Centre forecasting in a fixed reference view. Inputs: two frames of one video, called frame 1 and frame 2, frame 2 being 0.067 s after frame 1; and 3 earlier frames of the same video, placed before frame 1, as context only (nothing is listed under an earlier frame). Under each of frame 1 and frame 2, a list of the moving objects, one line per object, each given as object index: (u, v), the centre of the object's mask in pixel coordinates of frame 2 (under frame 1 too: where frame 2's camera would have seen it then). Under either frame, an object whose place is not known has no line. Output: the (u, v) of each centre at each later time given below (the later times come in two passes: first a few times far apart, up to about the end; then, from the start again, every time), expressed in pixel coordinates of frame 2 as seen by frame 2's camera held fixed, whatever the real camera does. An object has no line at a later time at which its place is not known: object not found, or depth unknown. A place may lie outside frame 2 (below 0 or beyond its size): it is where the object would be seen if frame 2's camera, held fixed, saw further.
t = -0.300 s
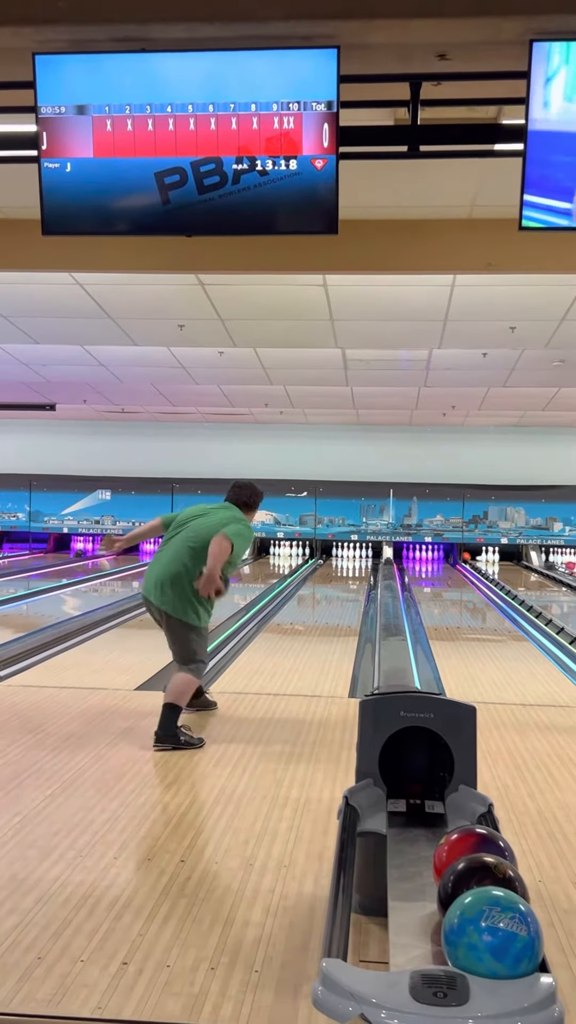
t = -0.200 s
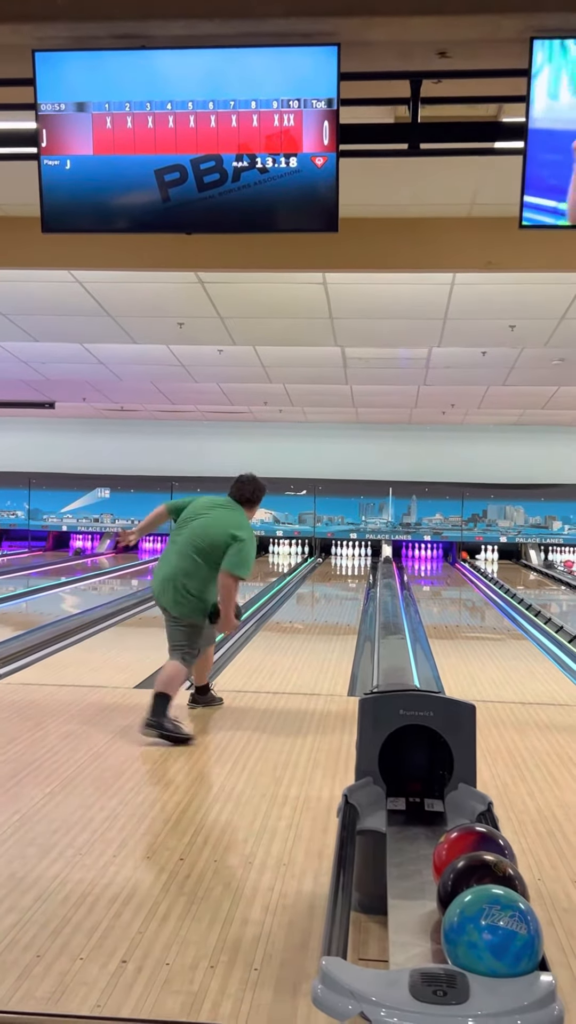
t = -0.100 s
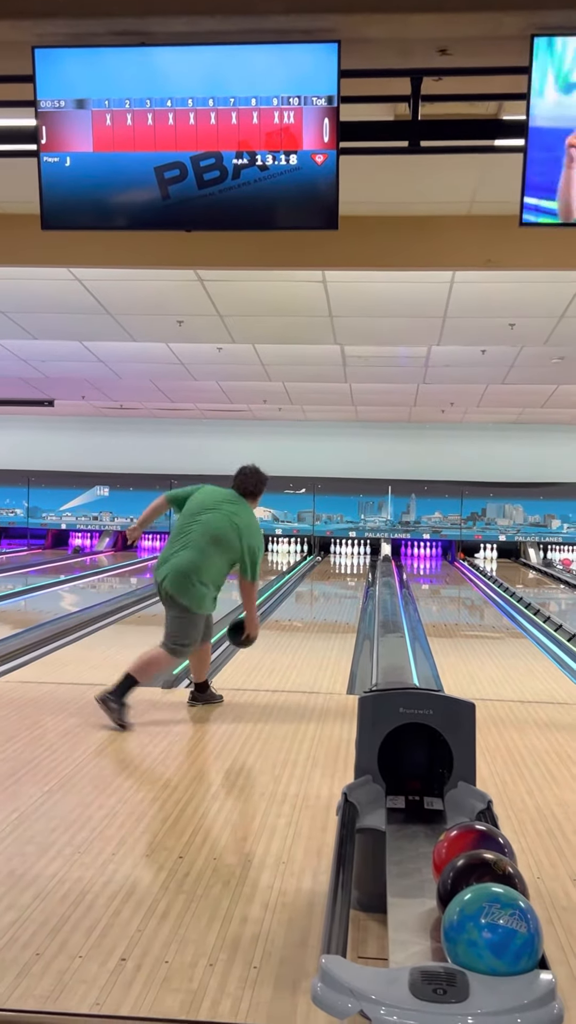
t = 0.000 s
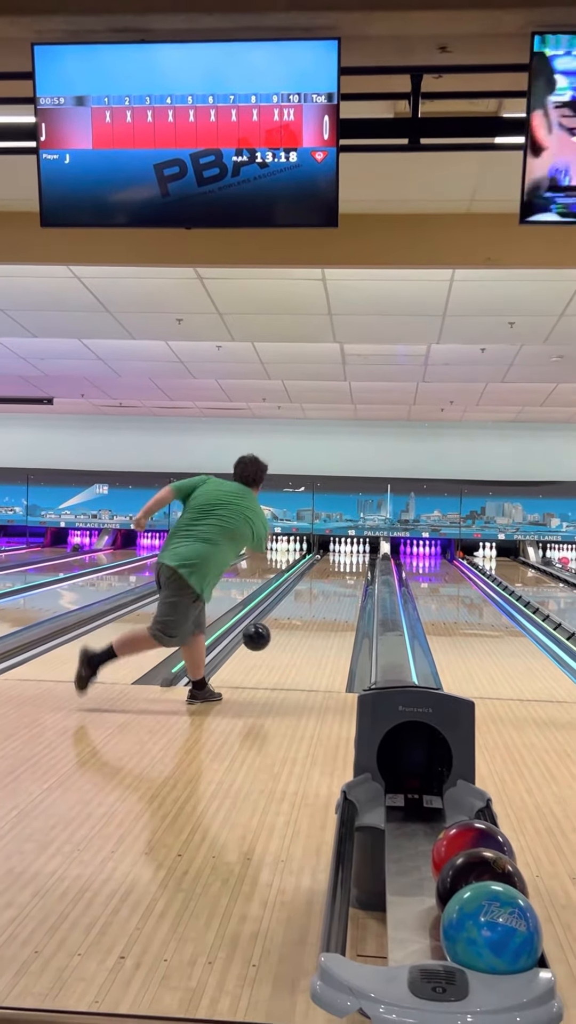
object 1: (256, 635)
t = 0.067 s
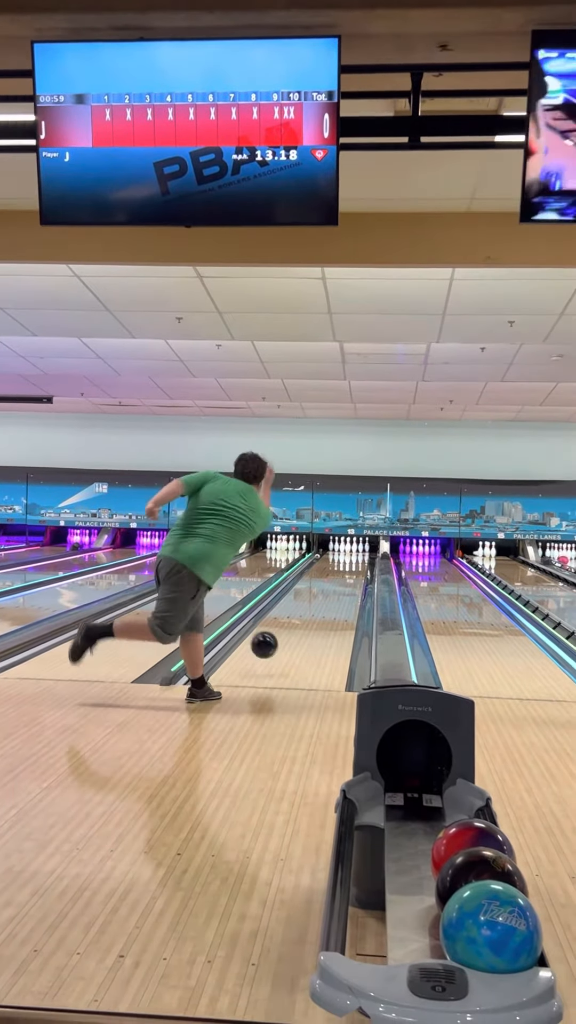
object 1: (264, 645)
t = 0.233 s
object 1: (283, 642)
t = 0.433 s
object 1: (300, 624)
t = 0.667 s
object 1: (315, 608)
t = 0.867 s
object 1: (325, 598)
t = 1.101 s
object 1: (334, 587)
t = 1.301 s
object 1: (340, 580)
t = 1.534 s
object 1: (346, 573)
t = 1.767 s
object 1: (350, 567)
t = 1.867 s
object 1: (351, 565)
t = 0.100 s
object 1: (268, 651)
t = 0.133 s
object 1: (272, 654)
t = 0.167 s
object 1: (276, 648)
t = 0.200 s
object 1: (279, 644)
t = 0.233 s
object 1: (283, 642)
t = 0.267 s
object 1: (286, 639)
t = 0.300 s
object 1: (289, 636)
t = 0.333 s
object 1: (292, 633)
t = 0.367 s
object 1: (295, 630)
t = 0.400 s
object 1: (298, 627)
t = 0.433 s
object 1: (300, 624)
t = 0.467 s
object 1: (303, 622)
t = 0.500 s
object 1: (305, 619)
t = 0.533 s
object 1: (307, 617)
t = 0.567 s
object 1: (309, 614)
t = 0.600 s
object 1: (312, 612)
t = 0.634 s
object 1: (313, 610)
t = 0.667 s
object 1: (315, 608)
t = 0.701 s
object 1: (317, 606)
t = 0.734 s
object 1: (319, 604)
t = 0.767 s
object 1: (320, 603)
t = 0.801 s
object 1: (322, 601)
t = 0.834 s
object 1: (324, 599)
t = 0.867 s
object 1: (325, 598)
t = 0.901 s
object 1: (326, 596)
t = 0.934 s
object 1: (328, 595)
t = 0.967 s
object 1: (329, 593)
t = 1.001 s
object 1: (331, 592)
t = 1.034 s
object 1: (332, 590)
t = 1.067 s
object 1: (333, 589)
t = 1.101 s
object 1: (334, 587)
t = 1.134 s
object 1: (335, 586)
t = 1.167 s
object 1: (336, 585)
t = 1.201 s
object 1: (337, 584)
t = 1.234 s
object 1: (338, 582)
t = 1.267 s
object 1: (339, 581)
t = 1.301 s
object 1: (340, 580)
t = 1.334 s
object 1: (341, 579)
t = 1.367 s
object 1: (342, 578)
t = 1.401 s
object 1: (343, 577)
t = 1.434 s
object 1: (343, 576)
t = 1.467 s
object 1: (344, 575)
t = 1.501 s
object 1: (345, 574)
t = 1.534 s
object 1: (346, 573)
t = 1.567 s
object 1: (346, 572)
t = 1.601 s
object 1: (347, 571)
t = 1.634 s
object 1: (347, 570)
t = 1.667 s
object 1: (348, 570)
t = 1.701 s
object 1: (349, 569)
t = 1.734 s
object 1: (349, 568)
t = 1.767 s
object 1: (350, 567)
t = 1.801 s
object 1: (350, 566)
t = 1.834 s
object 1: (351, 566)
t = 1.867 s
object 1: (351, 565)
